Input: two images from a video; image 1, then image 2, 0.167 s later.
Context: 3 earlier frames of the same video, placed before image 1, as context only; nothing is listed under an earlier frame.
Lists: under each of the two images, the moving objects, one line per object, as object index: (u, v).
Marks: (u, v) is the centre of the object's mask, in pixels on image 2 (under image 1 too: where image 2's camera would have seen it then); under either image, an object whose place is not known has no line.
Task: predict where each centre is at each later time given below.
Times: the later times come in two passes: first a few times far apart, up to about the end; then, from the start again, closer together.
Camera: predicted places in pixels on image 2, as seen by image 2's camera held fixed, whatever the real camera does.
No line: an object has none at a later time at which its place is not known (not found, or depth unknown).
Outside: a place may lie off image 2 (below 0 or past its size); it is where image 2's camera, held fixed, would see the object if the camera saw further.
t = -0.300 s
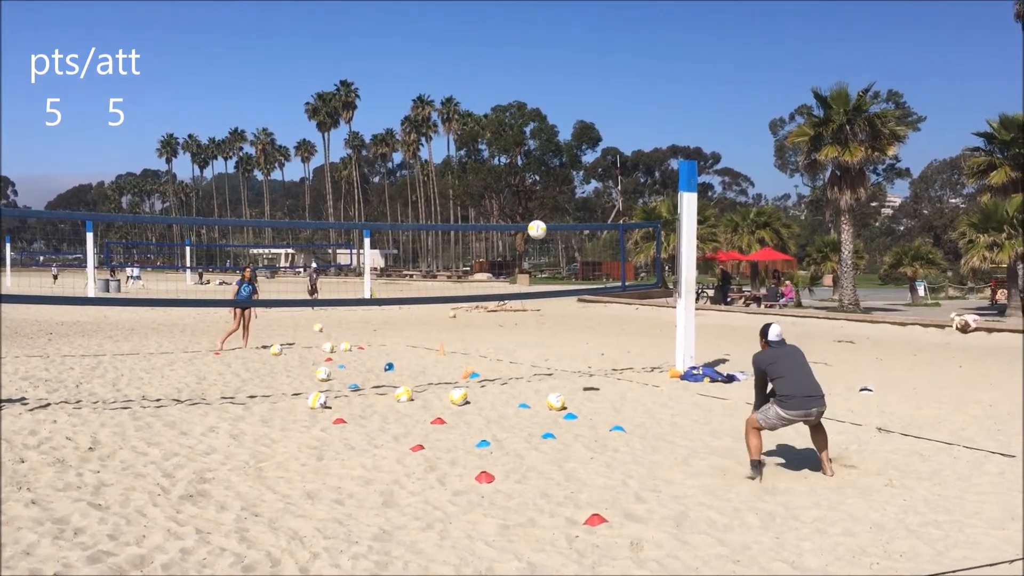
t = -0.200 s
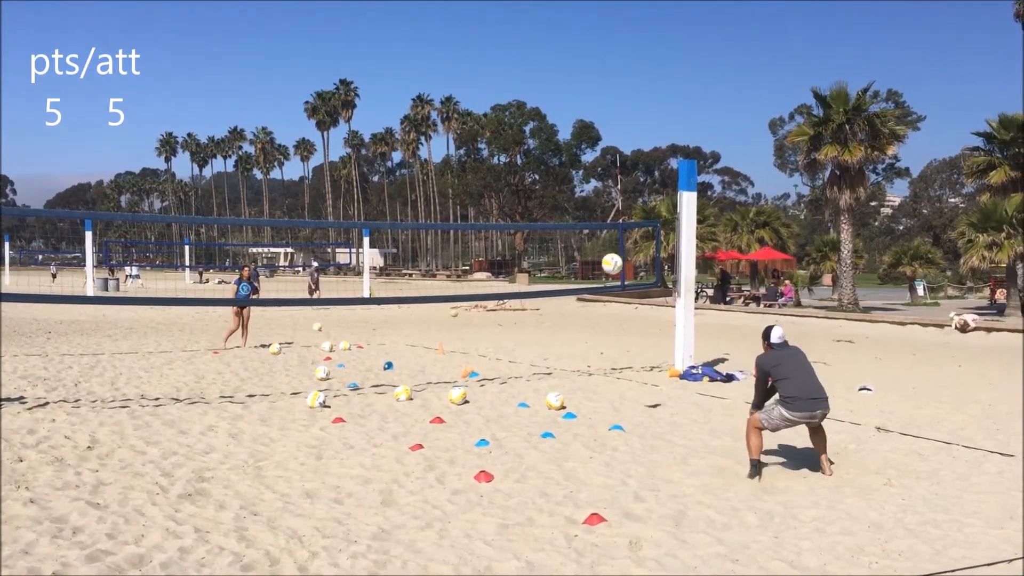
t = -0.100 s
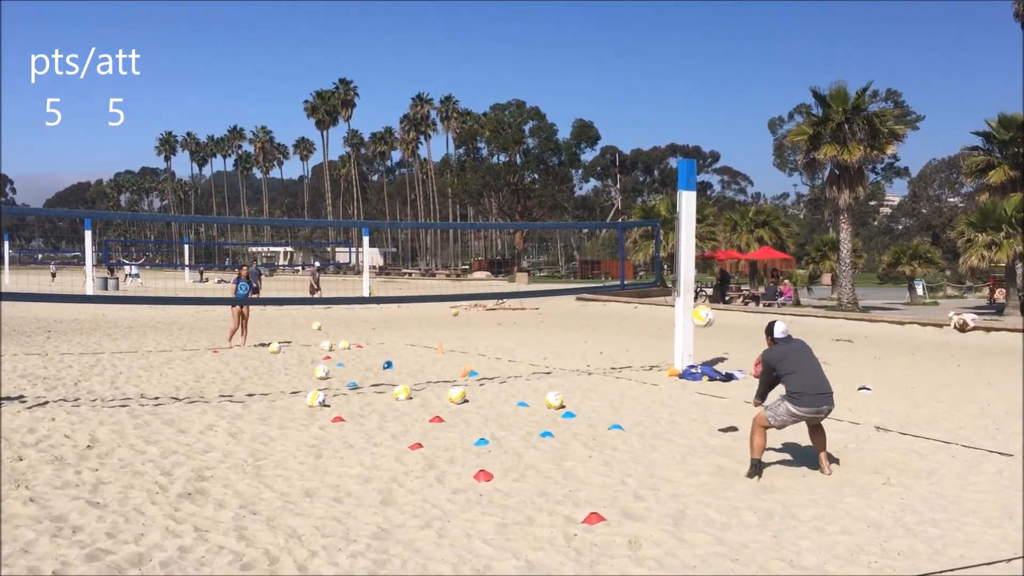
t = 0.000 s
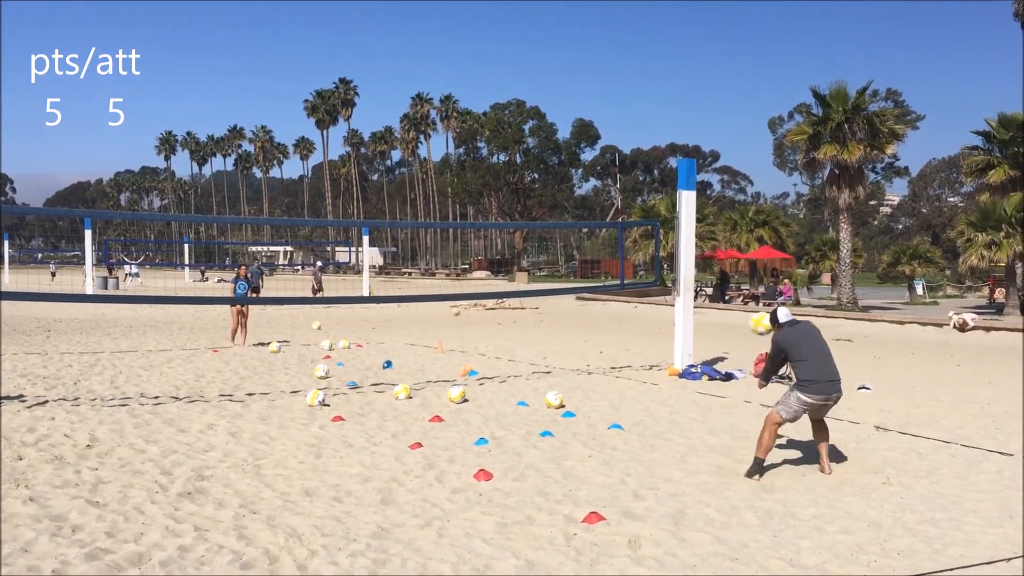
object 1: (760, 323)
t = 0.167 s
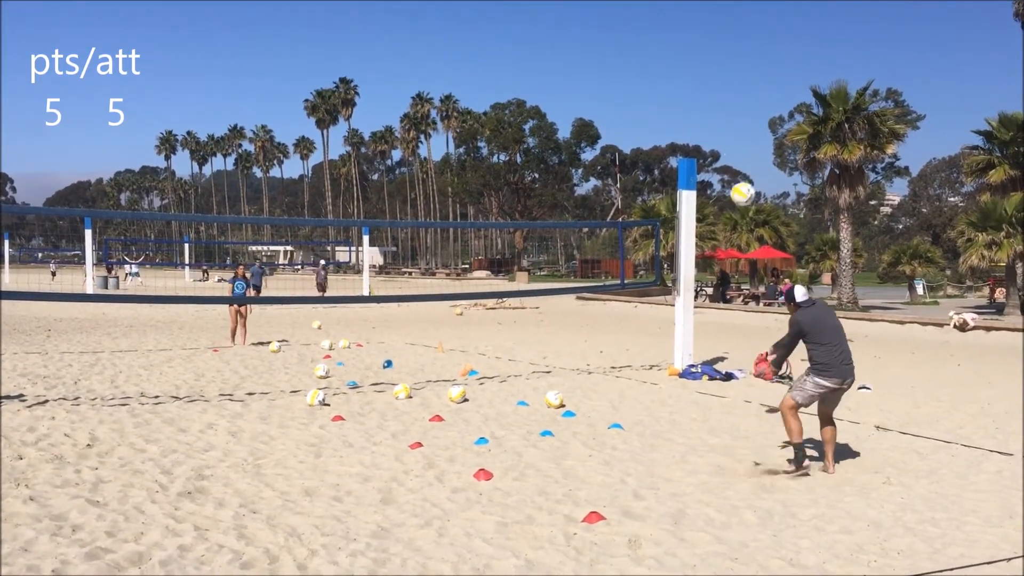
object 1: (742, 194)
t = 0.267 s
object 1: (733, 132)
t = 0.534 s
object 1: (717, 28)
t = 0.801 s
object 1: (704, 1)
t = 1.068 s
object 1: (697, 27)
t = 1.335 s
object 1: (690, 114)
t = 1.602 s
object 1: (685, 249)
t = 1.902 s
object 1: (686, 366)
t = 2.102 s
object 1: (706, 309)
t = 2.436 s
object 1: (737, 284)
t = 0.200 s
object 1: (739, 172)
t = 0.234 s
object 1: (736, 152)
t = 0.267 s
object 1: (733, 132)
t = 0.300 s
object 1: (731, 115)
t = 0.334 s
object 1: (729, 99)
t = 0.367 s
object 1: (726, 84)
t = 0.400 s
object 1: (724, 70)
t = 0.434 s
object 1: (722, 58)
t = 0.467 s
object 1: (719, 46)
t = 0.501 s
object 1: (718, 36)
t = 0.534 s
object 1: (717, 28)
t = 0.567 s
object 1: (714, 20)
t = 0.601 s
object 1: (713, 13)
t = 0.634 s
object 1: (711, 8)
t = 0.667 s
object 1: (711, 5)
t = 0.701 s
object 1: (708, 3)
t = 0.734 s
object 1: (707, 2)
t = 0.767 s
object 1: (706, 1)
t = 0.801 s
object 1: (704, 1)
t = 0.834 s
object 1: (703, 1)
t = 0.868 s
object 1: (703, 1)
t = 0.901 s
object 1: (702, 2)
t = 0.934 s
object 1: (701, 4)
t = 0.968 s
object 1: (700, 8)
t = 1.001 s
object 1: (699, 13)
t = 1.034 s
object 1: (698, 20)
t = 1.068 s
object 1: (697, 27)
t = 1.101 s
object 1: (696, 35)
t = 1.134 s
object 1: (696, 44)
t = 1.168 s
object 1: (695, 54)
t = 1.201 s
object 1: (694, 64)
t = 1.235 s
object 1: (693, 75)
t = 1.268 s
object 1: (692, 87)
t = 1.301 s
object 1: (692, 100)
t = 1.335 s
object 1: (690, 114)
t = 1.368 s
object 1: (690, 128)
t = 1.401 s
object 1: (689, 144)
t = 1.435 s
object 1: (689, 160)
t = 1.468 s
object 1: (688, 175)
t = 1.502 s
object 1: (687, 193)
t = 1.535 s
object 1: (686, 212)
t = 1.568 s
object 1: (685, 229)
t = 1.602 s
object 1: (685, 249)
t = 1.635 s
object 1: (684, 268)
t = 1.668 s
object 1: (683, 289)
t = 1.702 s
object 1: (684, 309)
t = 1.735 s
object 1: (682, 331)
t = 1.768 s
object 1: (681, 353)
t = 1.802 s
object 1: (682, 374)
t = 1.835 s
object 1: (682, 393)
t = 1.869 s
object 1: (685, 380)
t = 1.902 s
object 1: (686, 366)
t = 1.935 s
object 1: (690, 355)
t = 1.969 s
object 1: (694, 345)
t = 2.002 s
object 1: (697, 334)
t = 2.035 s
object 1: (700, 325)
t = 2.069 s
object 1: (703, 317)
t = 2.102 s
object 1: (706, 309)
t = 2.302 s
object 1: (725, 284)
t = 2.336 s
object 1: (728, 282)
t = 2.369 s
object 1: (731, 282)
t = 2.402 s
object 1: (734, 283)
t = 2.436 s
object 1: (737, 284)
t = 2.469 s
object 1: (740, 286)
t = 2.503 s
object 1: (743, 288)
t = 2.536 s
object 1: (747, 293)
